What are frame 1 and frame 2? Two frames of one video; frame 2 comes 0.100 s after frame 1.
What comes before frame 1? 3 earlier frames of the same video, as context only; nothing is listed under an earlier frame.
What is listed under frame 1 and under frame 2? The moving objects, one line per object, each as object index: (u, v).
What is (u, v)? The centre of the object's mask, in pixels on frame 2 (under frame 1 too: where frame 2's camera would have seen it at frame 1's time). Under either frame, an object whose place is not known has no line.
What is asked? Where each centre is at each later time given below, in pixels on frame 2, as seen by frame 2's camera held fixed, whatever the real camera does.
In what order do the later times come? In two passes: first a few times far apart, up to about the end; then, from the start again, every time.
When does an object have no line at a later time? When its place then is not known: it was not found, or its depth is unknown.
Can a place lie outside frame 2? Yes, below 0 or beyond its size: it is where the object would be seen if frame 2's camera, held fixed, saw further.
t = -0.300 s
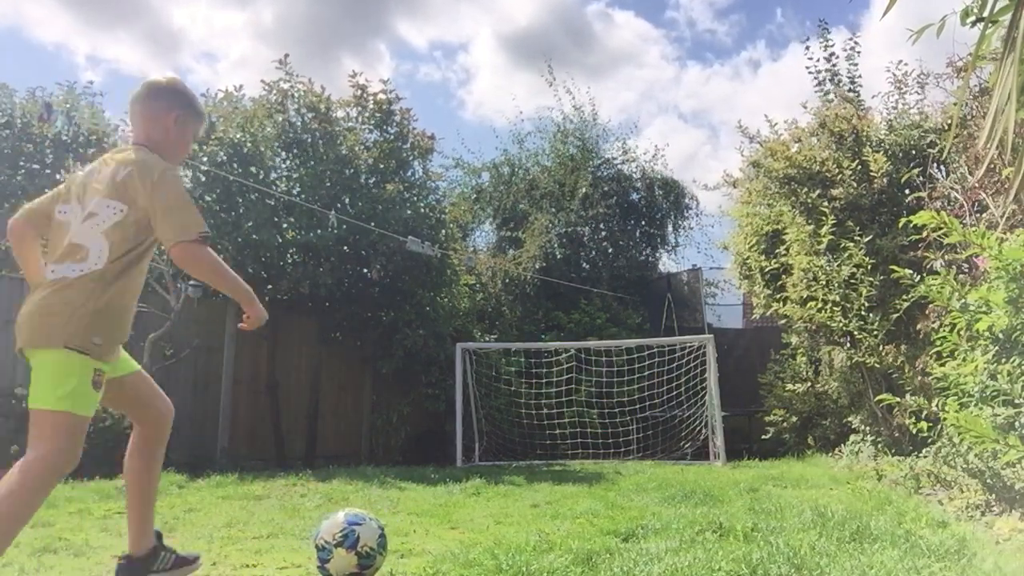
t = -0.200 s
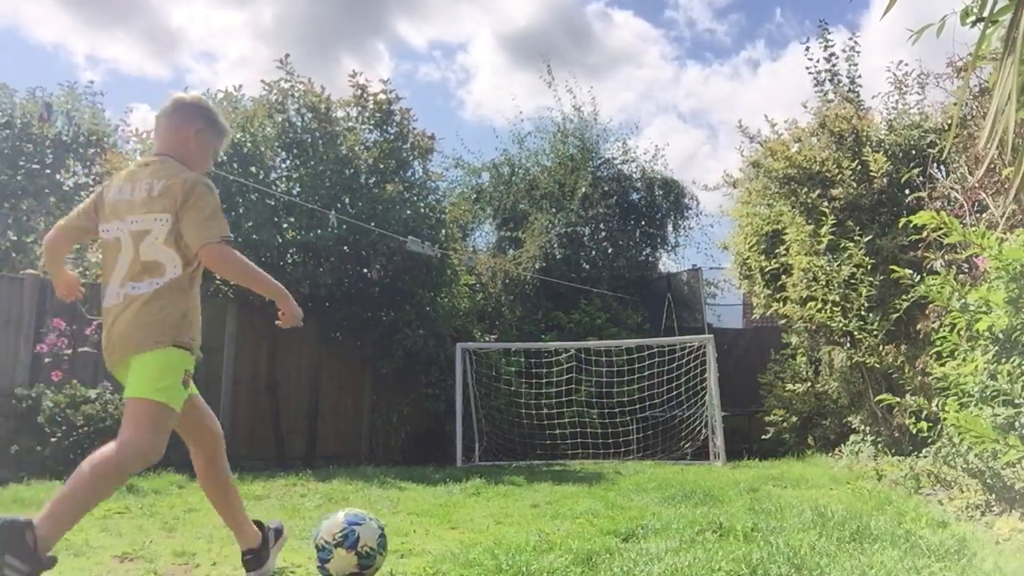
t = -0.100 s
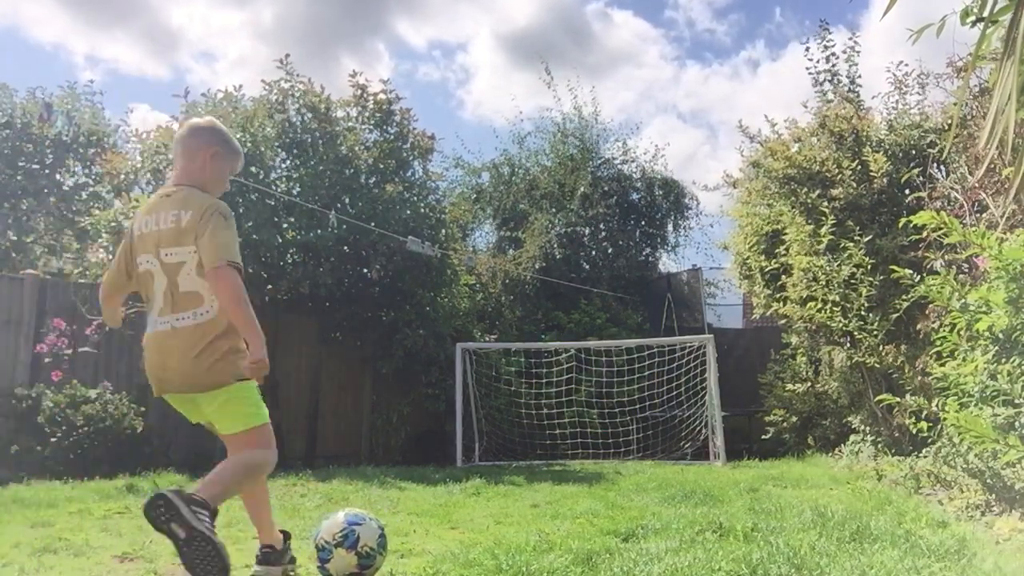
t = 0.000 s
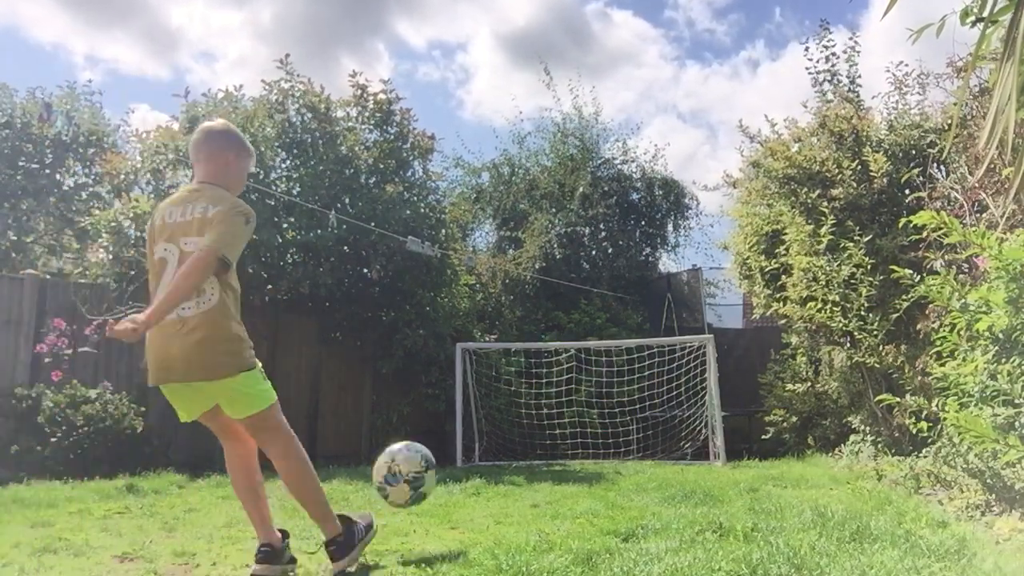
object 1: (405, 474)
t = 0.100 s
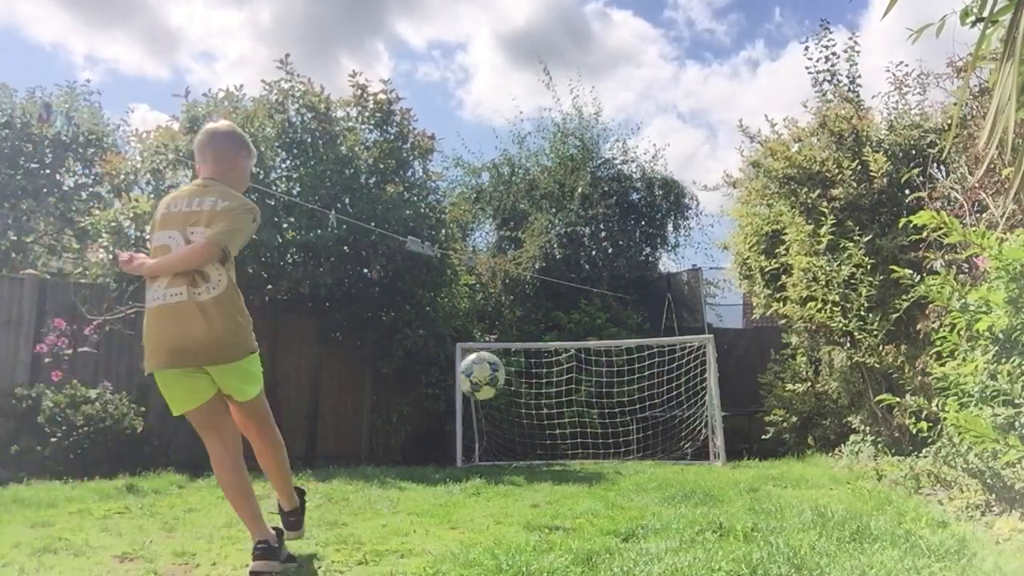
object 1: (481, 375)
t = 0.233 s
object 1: (534, 325)
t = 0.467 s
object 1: (584, 325)
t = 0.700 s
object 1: (605, 349)
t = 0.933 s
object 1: (617, 408)
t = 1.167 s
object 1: (627, 437)
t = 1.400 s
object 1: (631, 433)
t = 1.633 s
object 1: (638, 451)
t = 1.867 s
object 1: (645, 455)
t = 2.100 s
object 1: (648, 456)
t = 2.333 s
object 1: (646, 456)
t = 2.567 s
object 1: (642, 456)
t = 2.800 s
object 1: (640, 457)
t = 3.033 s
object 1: (640, 457)
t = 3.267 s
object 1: (640, 457)
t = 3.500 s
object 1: (640, 457)
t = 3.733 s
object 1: (640, 457)
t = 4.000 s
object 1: (640, 457)
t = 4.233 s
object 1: (640, 457)
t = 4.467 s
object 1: (640, 457)
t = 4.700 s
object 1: (640, 457)
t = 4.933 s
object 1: (640, 457)
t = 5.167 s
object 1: (640, 457)
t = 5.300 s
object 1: (640, 457)
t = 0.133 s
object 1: (497, 356)
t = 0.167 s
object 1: (511, 342)
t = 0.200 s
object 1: (523, 332)
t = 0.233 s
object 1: (534, 325)
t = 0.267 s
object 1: (544, 321)
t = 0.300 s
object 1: (552, 318)
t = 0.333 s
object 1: (560, 317)
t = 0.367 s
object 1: (567, 317)
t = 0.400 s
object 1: (572, 319)
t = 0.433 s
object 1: (579, 321)
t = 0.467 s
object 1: (584, 325)
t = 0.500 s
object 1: (589, 329)
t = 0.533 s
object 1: (594, 335)
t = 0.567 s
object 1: (597, 340)
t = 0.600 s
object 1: (600, 341)
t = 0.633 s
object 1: (602, 343)
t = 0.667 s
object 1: (603, 346)
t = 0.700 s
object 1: (605, 349)
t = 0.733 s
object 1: (606, 354)
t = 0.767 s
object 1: (609, 360)
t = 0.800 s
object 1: (611, 368)
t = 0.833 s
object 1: (613, 376)
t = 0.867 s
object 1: (614, 386)
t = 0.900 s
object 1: (616, 396)
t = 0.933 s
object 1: (617, 408)
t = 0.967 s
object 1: (620, 422)
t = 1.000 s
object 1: (621, 436)
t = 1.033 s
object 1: (623, 451)
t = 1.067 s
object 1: (625, 455)
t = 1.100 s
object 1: (625, 448)
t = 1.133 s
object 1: (626, 443)
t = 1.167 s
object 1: (627, 437)
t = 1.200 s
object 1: (627, 433)
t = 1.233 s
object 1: (628, 430)
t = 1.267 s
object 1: (629, 428)
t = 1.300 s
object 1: (630, 428)
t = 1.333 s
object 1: (630, 428)
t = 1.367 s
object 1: (631, 430)
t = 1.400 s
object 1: (631, 433)
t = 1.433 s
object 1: (632, 437)
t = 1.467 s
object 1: (633, 443)
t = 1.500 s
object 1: (633, 449)
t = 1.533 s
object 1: (634, 456)
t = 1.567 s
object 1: (635, 455)
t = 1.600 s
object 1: (637, 453)
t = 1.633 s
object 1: (638, 451)
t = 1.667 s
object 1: (639, 450)
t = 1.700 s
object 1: (641, 451)
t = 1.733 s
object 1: (642, 452)
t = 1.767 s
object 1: (643, 455)
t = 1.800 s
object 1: (644, 457)
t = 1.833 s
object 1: (645, 456)
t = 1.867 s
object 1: (645, 455)
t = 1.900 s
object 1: (646, 456)
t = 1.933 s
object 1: (646, 456)
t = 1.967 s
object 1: (646, 456)
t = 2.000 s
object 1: (647, 456)
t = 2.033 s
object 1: (647, 456)
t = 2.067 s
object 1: (648, 456)
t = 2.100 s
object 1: (648, 456)
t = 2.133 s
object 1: (648, 456)
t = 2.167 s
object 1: (647, 456)
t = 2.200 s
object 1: (647, 456)
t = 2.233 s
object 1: (647, 456)
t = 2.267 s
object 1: (647, 457)
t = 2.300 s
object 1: (646, 456)
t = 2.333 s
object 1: (646, 456)
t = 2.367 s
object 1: (645, 456)
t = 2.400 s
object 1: (644, 456)
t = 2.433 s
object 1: (644, 456)
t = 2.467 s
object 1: (644, 456)
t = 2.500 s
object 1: (643, 456)
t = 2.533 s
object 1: (643, 456)
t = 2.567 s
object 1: (642, 456)
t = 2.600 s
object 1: (642, 456)
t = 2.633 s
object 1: (641, 456)
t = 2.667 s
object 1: (641, 456)
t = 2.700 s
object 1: (641, 457)
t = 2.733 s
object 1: (640, 457)
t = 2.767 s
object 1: (640, 457)
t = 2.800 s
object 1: (640, 457)
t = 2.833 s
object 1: (640, 457)
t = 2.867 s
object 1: (640, 457)
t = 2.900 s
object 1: (640, 457)
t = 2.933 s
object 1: (640, 457)
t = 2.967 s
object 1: (640, 457)
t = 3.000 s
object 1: (640, 457)
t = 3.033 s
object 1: (640, 457)
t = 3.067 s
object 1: (640, 457)
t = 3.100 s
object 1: (640, 457)
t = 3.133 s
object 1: (640, 457)
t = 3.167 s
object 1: (640, 457)
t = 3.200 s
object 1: (640, 457)
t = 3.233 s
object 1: (640, 457)
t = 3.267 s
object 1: (640, 457)
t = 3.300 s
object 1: (640, 457)
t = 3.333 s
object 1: (640, 457)
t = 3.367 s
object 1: (640, 457)
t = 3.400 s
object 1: (640, 457)
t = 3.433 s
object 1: (640, 457)
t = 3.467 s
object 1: (640, 457)
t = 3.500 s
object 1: (640, 457)
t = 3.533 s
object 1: (640, 457)
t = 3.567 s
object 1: (640, 457)
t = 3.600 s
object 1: (640, 457)
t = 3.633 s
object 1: (640, 457)
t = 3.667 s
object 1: (640, 457)
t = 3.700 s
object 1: (640, 457)
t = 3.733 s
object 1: (640, 457)
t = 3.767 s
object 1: (640, 457)
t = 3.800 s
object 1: (640, 457)
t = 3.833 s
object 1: (640, 457)
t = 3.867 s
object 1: (640, 457)
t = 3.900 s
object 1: (640, 457)
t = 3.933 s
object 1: (640, 457)
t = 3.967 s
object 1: (640, 457)
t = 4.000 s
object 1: (640, 457)
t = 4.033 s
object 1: (640, 457)
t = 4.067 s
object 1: (640, 457)
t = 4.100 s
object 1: (640, 457)
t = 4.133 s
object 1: (640, 457)
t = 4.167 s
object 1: (640, 457)
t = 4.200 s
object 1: (640, 457)
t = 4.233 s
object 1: (640, 457)
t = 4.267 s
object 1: (640, 457)
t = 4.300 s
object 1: (640, 457)
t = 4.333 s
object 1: (640, 457)
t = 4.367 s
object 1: (640, 457)
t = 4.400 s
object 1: (640, 457)
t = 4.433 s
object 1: (640, 457)
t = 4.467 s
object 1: (640, 457)
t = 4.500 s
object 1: (640, 457)
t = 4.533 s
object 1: (640, 457)
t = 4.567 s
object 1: (640, 457)
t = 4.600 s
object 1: (640, 457)
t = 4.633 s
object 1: (640, 457)
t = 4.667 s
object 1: (640, 457)
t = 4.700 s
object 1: (640, 457)
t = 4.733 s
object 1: (640, 457)
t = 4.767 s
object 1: (640, 457)
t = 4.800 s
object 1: (640, 457)
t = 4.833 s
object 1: (640, 457)
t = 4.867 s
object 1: (640, 457)
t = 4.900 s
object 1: (640, 457)
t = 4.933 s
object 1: (640, 457)
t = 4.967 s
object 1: (640, 457)
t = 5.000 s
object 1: (640, 457)
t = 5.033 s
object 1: (640, 457)
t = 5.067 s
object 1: (640, 457)
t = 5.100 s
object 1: (640, 457)
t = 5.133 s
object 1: (640, 457)
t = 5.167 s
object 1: (640, 457)
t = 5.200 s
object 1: (640, 457)
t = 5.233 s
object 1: (640, 457)
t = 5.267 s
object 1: (640, 457)
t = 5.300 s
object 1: (640, 457)
